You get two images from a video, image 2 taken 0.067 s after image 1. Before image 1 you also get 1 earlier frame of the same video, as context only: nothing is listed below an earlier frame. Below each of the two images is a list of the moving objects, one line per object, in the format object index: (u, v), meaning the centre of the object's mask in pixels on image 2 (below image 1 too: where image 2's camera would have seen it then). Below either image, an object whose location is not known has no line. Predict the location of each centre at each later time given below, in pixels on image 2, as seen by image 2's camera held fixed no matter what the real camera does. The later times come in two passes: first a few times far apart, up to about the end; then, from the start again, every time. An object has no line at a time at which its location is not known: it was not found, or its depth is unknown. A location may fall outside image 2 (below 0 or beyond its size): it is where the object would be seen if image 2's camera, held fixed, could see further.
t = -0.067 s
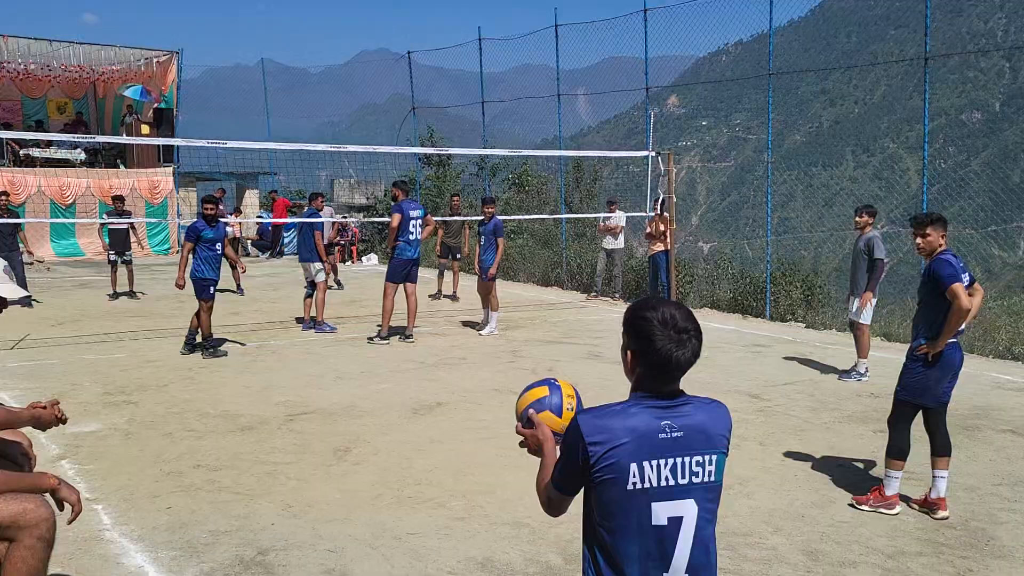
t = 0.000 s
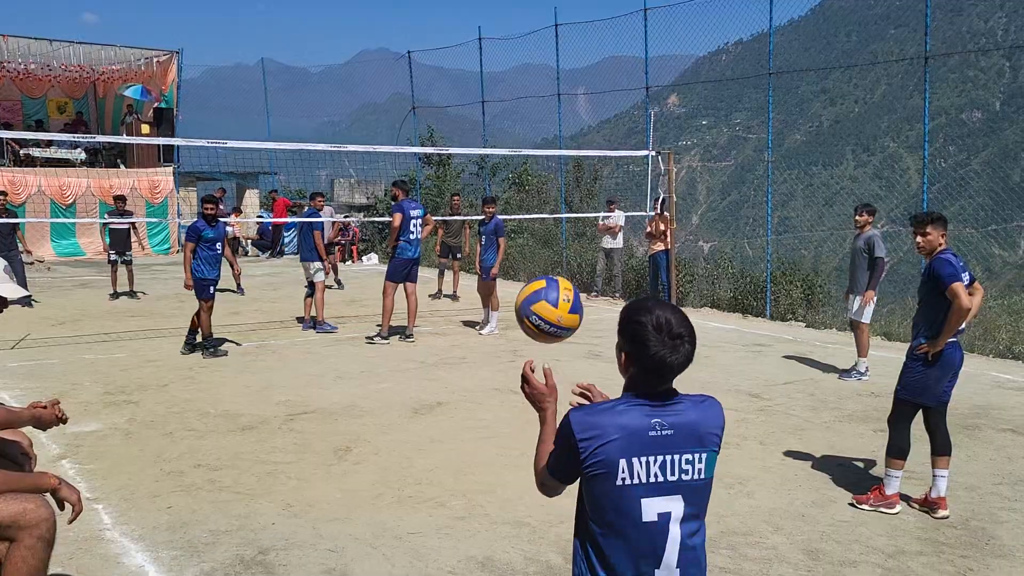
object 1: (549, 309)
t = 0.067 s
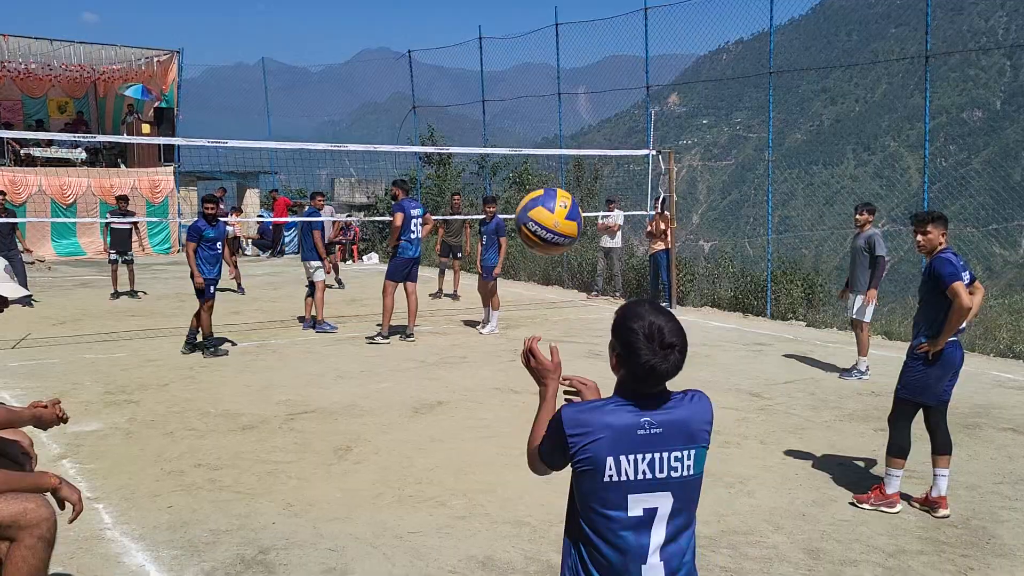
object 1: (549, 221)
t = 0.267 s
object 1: (546, 50)
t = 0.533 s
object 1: (539, 30)
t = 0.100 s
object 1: (548, 183)
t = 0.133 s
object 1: (548, 148)
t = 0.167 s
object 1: (547, 118)
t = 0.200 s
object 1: (547, 91)
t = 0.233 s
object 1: (546, 69)
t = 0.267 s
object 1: (546, 50)
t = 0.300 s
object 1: (545, 35)
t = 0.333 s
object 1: (544, 27)
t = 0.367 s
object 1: (543, 23)
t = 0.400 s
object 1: (542, 21)
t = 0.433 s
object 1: (541, 20)
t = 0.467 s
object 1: (540, 21)
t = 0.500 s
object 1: (540, 25)
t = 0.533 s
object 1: (539, 30)
